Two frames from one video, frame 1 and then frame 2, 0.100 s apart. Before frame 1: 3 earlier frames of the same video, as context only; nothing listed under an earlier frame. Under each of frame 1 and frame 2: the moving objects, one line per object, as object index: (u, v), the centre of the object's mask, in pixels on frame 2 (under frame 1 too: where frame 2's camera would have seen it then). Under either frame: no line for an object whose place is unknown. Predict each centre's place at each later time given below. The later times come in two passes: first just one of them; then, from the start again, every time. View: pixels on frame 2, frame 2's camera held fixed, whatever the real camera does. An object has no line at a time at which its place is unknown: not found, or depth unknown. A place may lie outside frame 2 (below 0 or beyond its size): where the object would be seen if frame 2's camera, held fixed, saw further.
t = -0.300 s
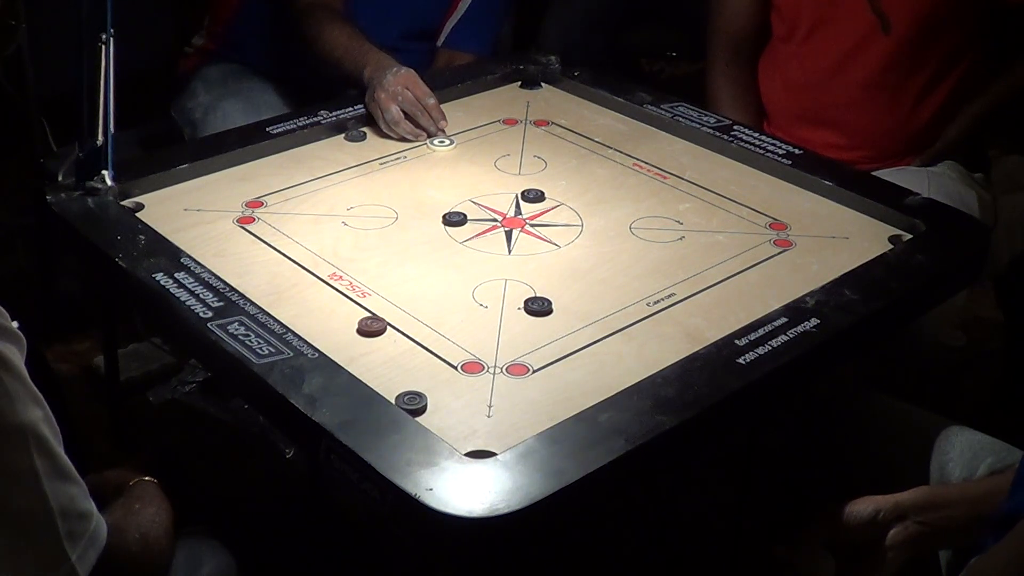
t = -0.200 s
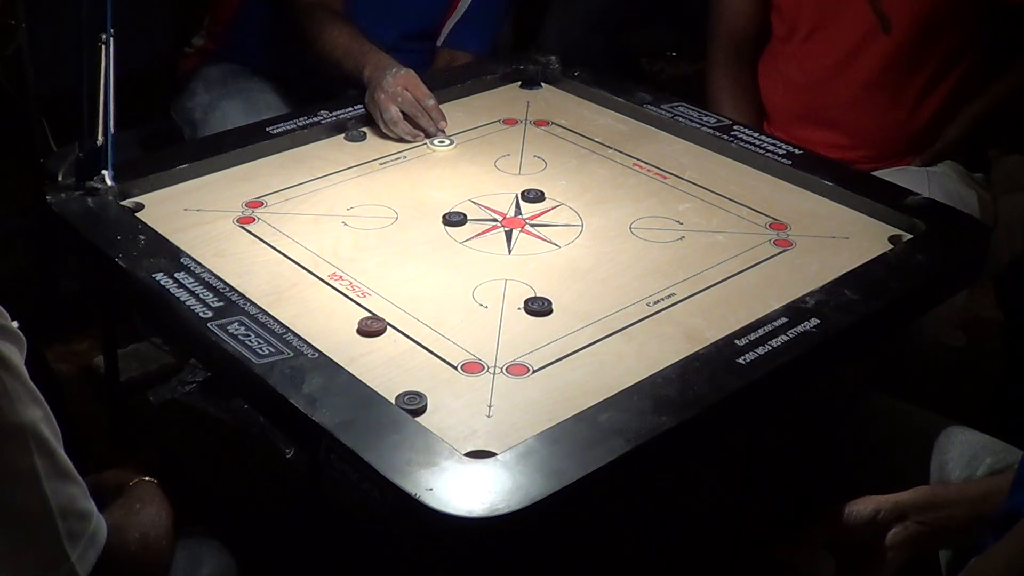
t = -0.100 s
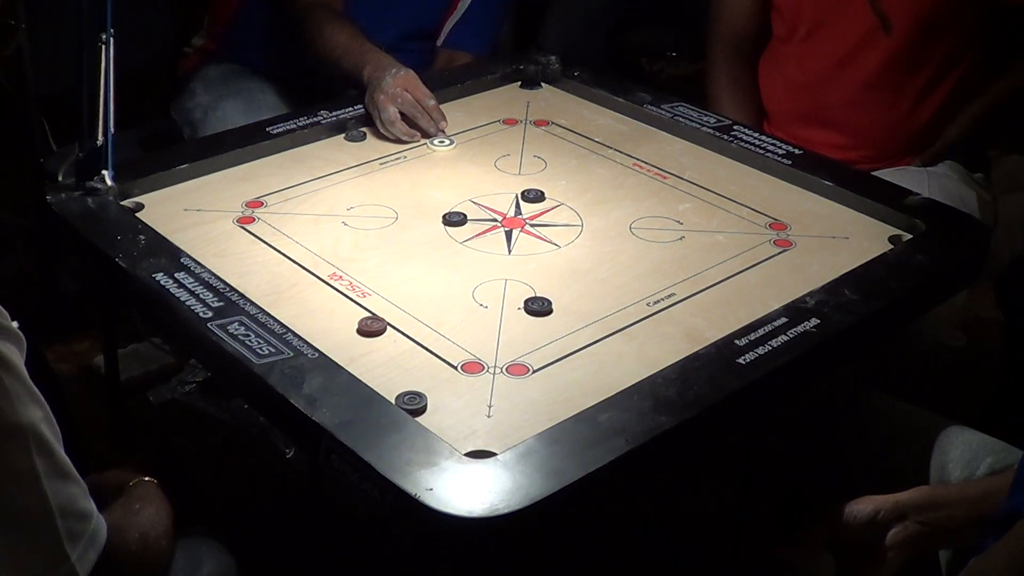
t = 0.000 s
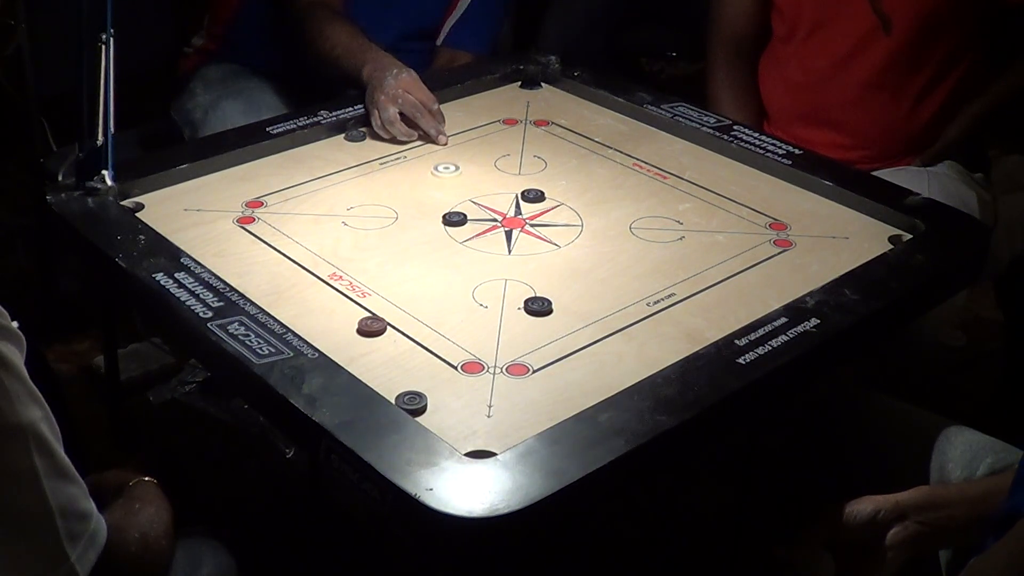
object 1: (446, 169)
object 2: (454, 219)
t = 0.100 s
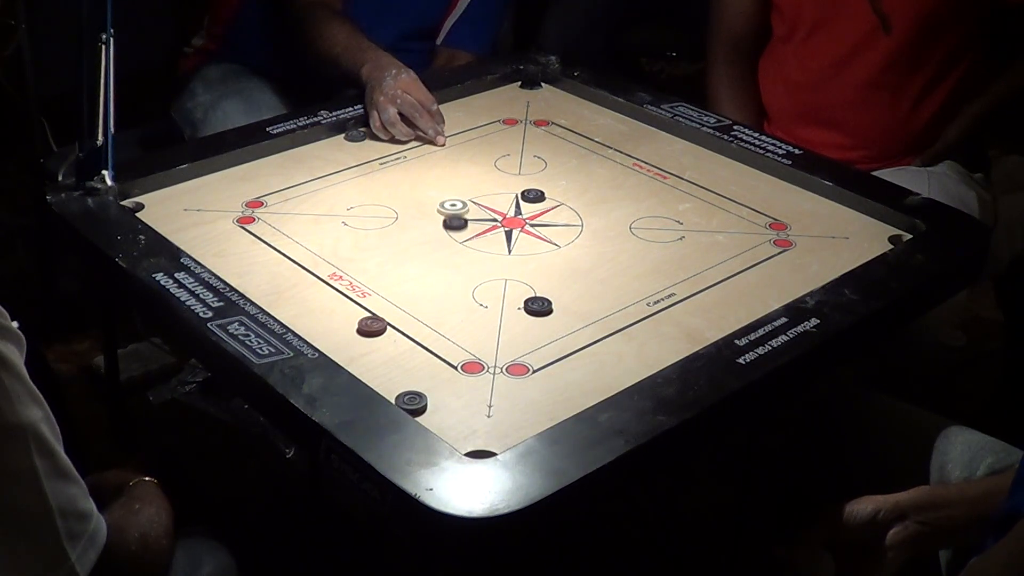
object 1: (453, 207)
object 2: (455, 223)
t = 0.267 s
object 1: (458, 231)
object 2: (468, 320)
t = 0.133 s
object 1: (454, 213)
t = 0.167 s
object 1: (455, 218)
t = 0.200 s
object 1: (456, 223)
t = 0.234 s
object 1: (457, 227)
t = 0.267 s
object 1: (458, 231)
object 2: (468, 320)
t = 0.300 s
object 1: (459, 235)
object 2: (470, 340)
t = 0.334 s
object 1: (460, 238)
